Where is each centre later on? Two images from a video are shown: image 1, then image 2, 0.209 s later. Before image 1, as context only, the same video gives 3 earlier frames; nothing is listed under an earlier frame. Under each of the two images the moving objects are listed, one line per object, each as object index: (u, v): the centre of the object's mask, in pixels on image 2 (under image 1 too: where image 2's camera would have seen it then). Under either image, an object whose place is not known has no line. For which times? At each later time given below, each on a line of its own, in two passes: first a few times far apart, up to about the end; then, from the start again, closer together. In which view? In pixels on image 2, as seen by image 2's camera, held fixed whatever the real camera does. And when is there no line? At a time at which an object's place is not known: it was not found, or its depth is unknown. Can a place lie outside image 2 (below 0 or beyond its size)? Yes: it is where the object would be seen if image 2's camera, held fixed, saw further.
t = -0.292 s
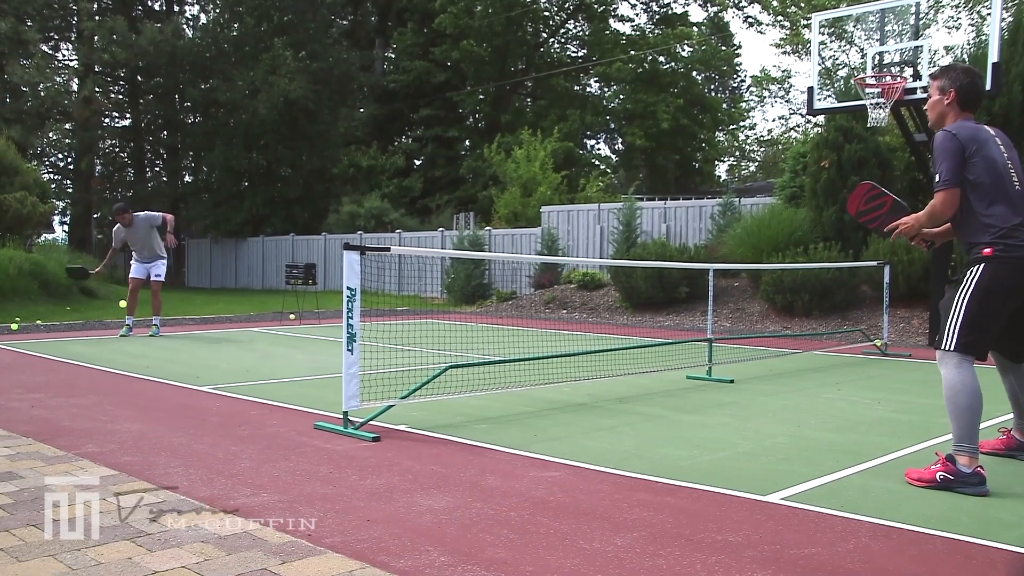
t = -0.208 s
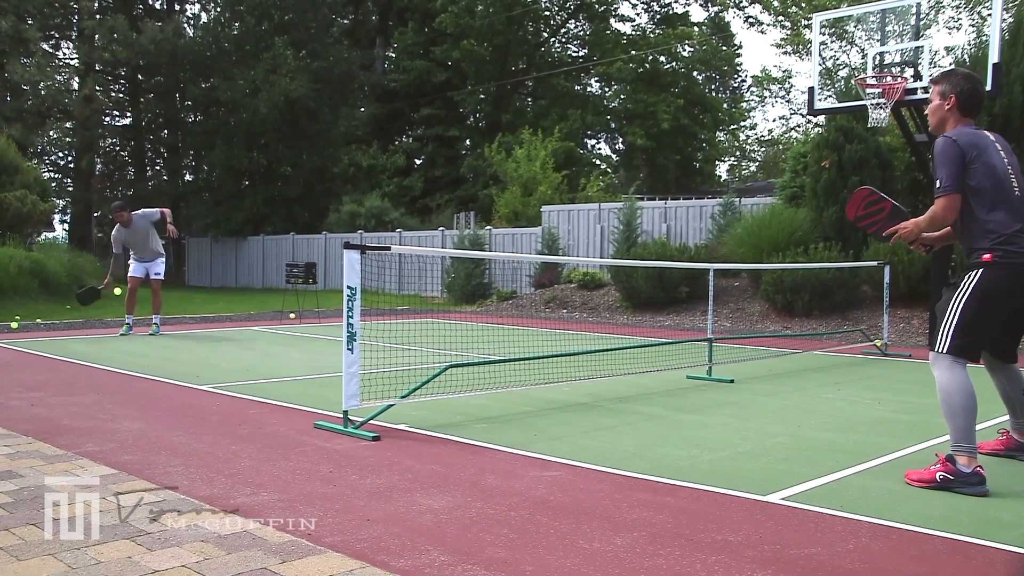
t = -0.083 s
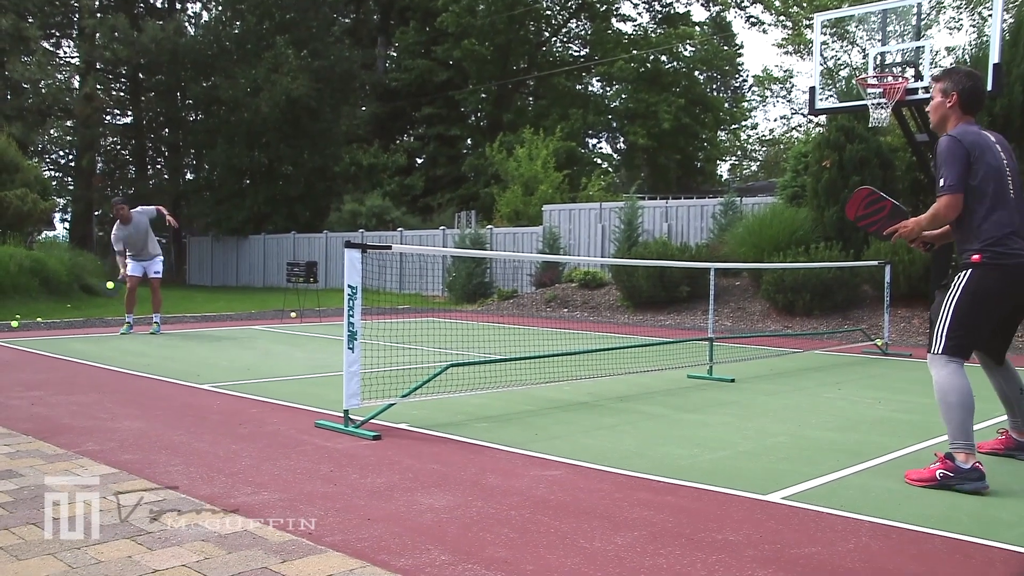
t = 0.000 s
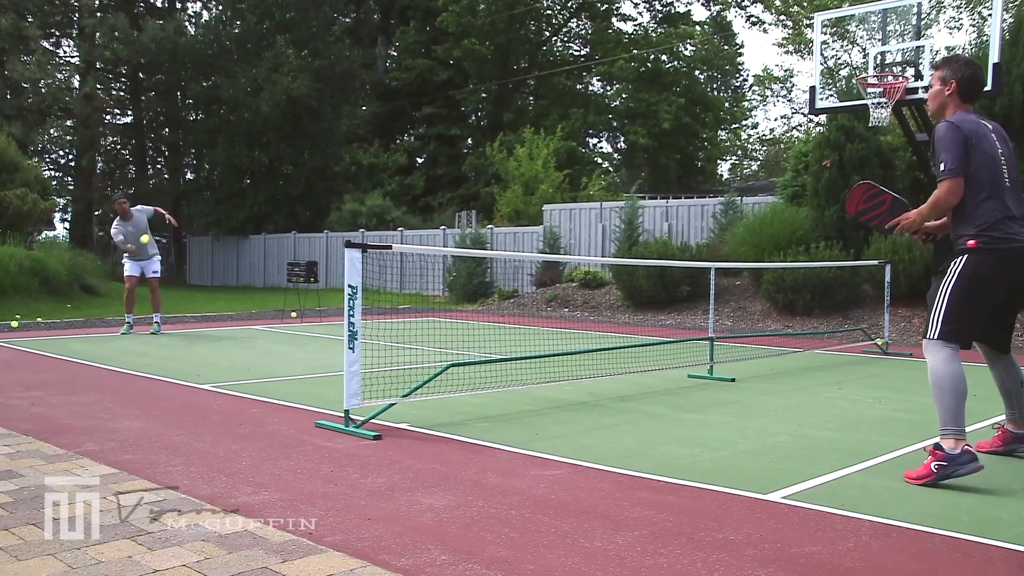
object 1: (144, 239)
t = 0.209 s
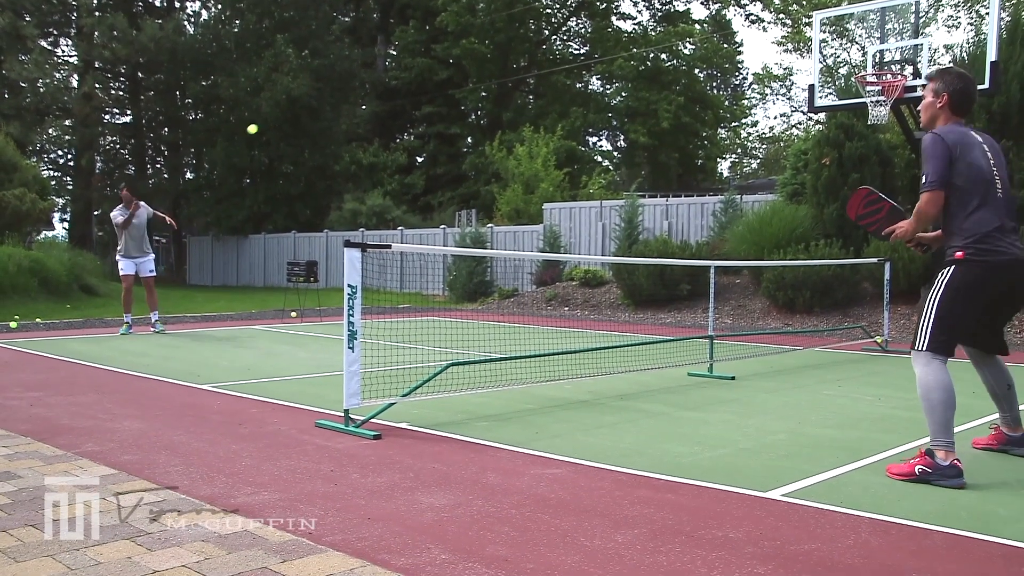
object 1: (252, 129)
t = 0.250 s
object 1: (276, 111)
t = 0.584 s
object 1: (512, 25)
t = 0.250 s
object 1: (276, 111)
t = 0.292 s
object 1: (302, 94)
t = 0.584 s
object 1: (512, 25)
